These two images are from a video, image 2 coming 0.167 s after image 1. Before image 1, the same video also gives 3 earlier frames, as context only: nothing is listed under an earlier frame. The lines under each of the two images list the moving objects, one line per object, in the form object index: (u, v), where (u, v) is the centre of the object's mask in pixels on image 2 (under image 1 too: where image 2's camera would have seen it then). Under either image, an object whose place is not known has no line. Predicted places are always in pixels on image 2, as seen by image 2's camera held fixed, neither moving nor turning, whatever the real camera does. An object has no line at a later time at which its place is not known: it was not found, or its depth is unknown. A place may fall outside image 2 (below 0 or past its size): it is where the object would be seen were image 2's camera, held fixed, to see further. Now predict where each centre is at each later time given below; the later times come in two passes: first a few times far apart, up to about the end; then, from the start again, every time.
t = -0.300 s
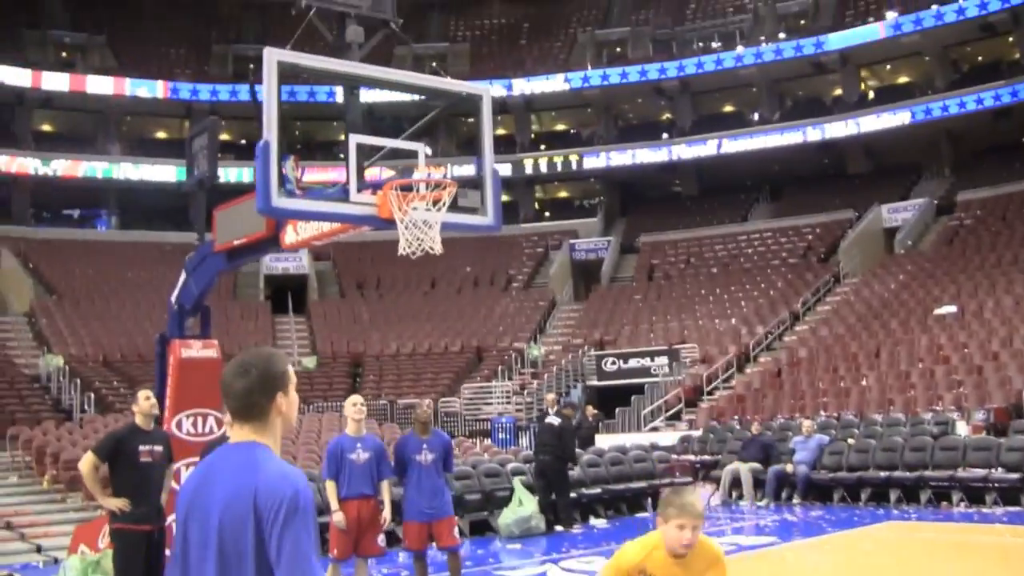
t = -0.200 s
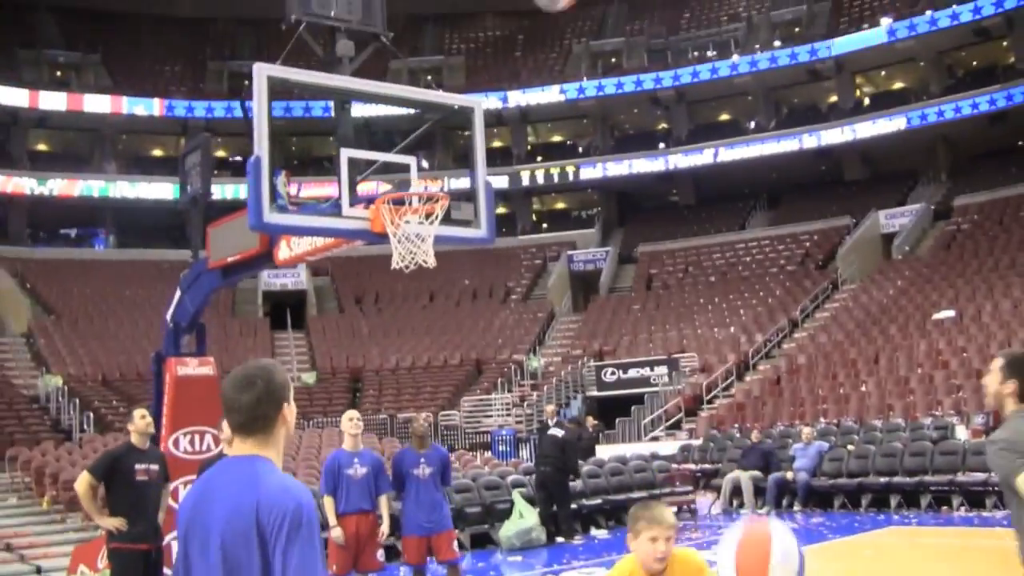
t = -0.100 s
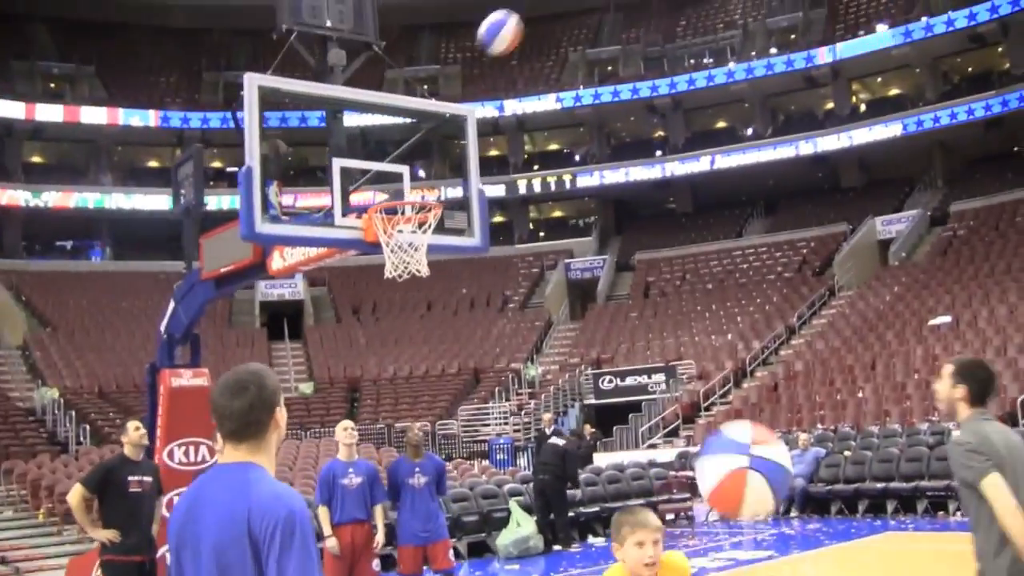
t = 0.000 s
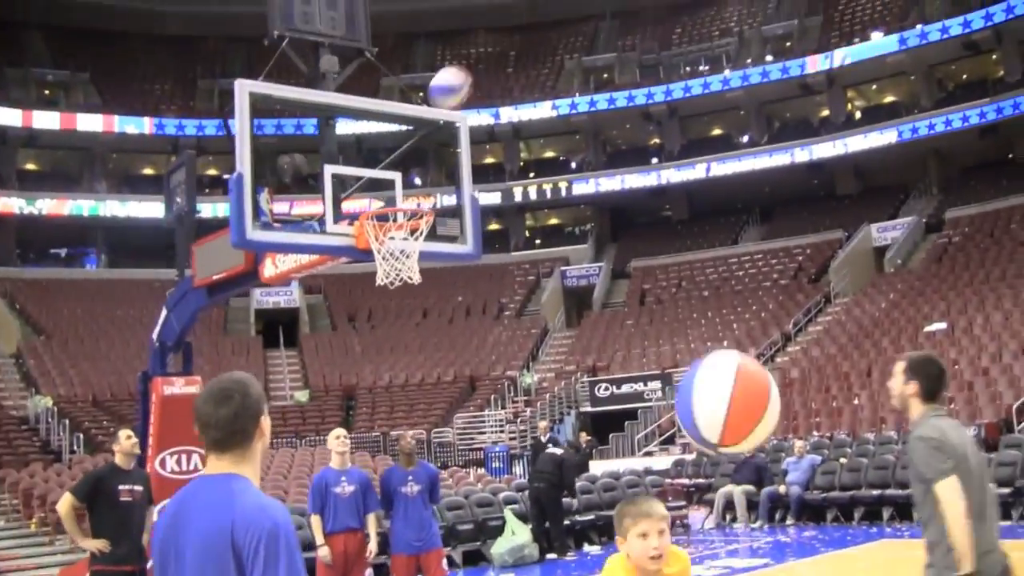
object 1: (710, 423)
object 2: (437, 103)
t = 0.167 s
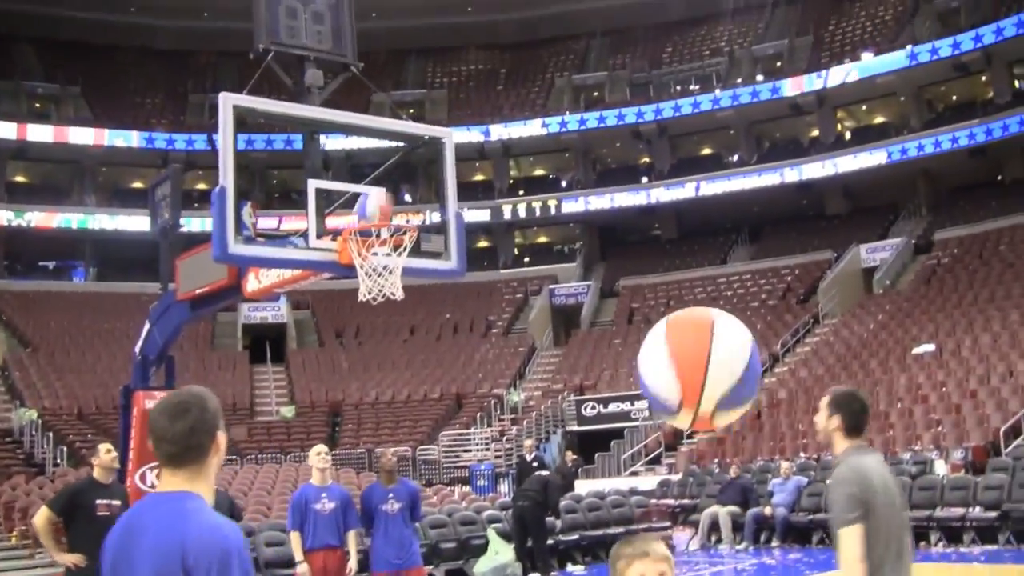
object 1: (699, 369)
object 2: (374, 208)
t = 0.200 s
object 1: (698, 373)
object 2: (368, 217)
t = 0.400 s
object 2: (417, 106)
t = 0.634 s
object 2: (485, 34)
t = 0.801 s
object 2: (542, 31)
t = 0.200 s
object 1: (698, 373)
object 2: (368, 217)
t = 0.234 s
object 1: (695, 385)
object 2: (376, 198)
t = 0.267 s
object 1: (695, 402)
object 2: (384, 176)
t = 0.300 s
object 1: (695, 427)
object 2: (392, 159)
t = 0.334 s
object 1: (695, 462)
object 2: (402, 140)
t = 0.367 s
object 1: (700, 494)
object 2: (409, 123)
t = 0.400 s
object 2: (417, 106)
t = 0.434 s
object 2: (426, 92)
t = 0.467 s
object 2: (435, 79)
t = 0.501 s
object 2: (444, 67)
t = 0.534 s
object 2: (453, 57)
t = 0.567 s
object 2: (463, 48)
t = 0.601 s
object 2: (474, 40)
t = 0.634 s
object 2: (485, 34)
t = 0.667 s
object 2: (496, 30)
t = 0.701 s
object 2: (507, 28)
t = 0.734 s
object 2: (519, 27)
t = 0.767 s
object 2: (530, 28)
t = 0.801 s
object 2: (542, 31)
